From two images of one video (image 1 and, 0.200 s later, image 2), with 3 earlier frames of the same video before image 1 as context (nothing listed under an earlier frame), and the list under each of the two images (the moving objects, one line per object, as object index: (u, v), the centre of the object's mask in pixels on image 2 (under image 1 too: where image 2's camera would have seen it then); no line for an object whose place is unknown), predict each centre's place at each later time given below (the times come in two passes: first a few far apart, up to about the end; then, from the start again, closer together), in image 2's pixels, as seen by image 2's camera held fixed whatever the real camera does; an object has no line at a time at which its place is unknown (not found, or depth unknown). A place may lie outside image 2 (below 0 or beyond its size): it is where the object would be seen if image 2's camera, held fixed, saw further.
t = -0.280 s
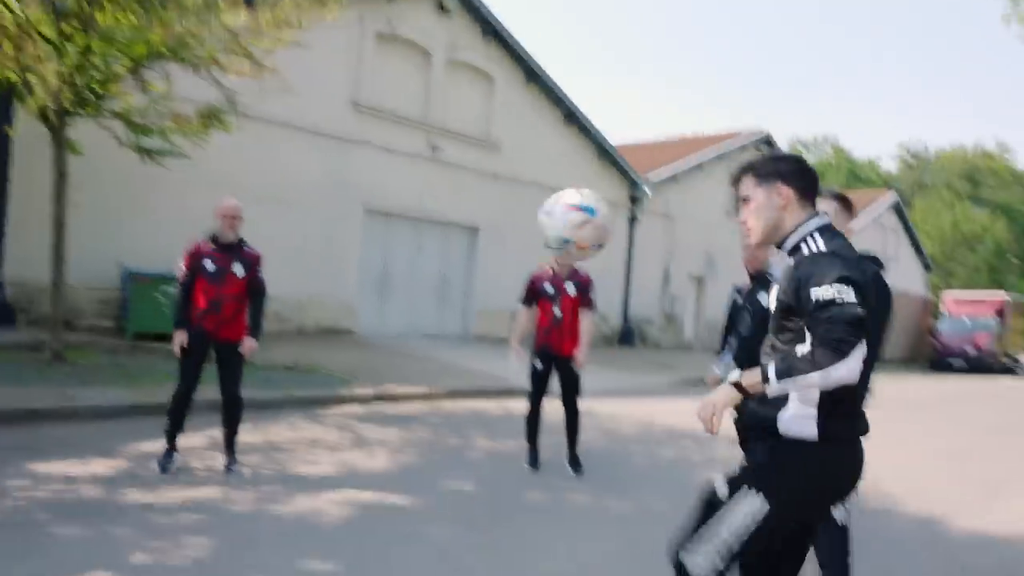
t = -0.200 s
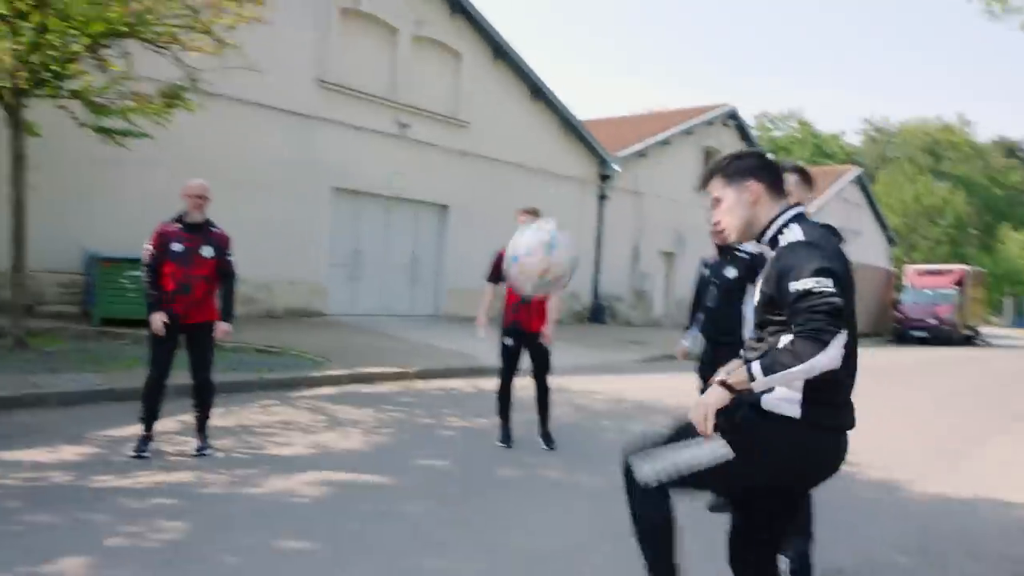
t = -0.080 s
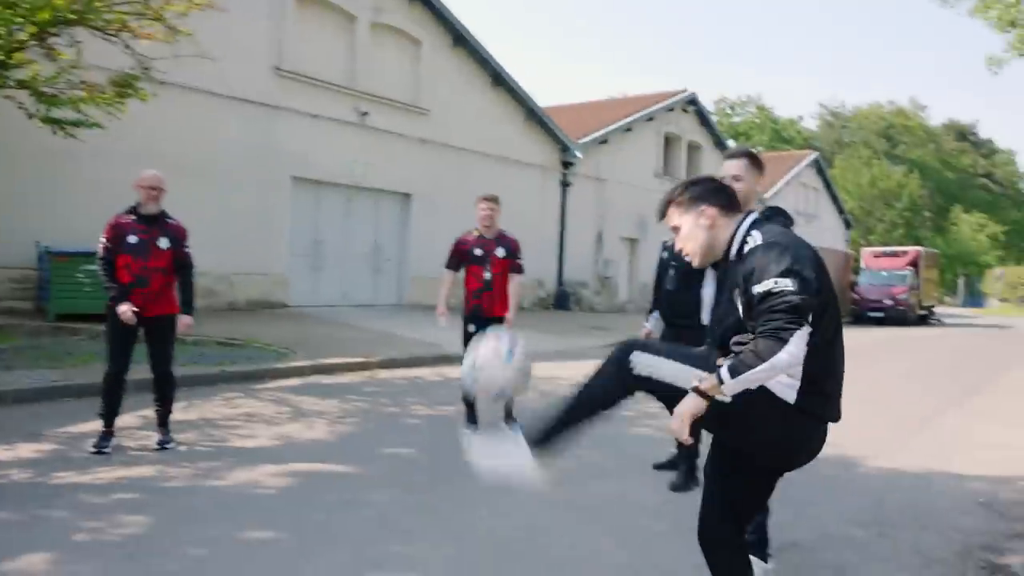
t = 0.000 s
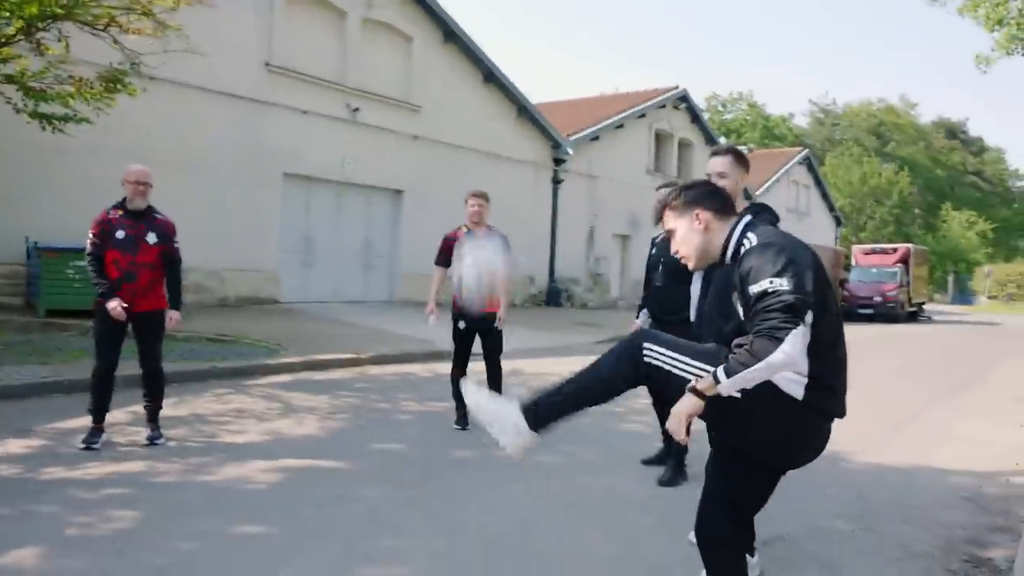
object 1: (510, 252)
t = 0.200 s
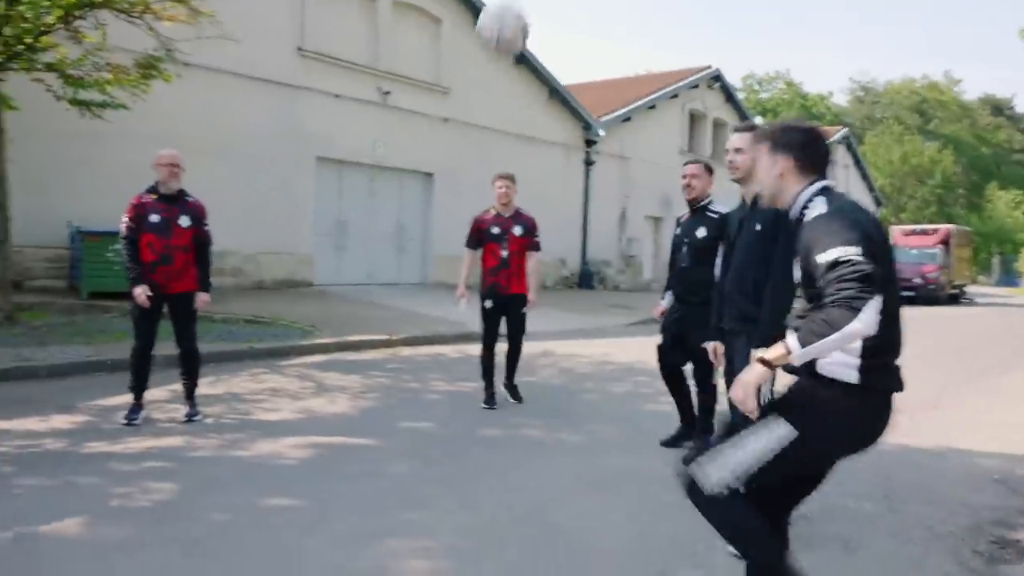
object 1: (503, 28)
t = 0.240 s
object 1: (498, 12)
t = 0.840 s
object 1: (473, 67)
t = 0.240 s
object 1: (498, 12)
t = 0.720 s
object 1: (477, 11)
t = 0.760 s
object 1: (476, 28)
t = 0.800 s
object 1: (474, 45)
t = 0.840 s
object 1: (473, 67)
